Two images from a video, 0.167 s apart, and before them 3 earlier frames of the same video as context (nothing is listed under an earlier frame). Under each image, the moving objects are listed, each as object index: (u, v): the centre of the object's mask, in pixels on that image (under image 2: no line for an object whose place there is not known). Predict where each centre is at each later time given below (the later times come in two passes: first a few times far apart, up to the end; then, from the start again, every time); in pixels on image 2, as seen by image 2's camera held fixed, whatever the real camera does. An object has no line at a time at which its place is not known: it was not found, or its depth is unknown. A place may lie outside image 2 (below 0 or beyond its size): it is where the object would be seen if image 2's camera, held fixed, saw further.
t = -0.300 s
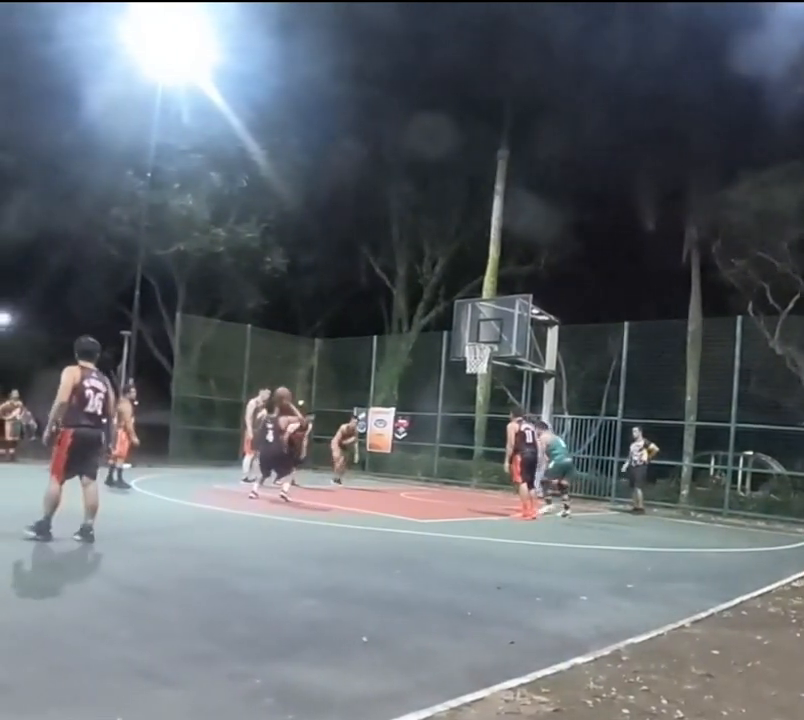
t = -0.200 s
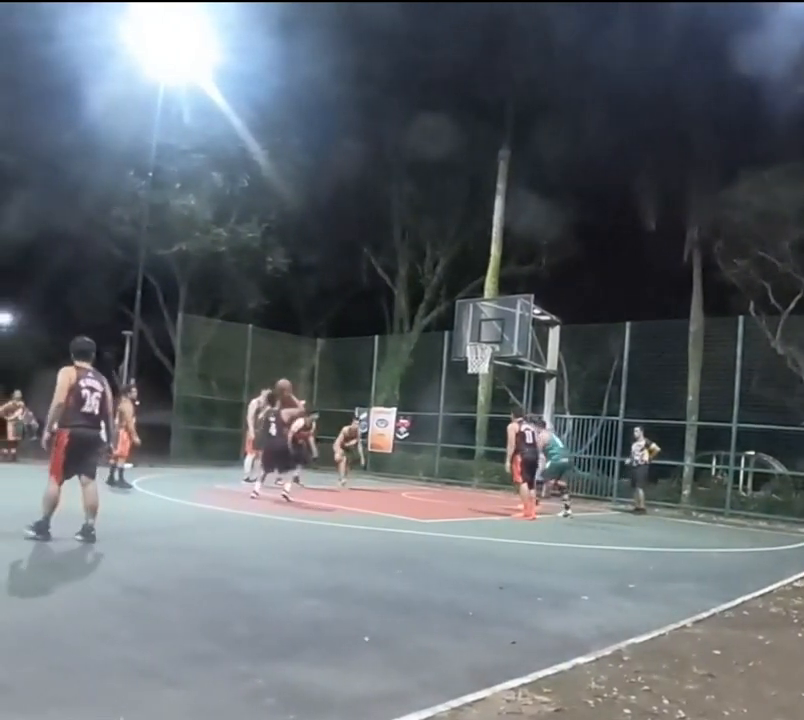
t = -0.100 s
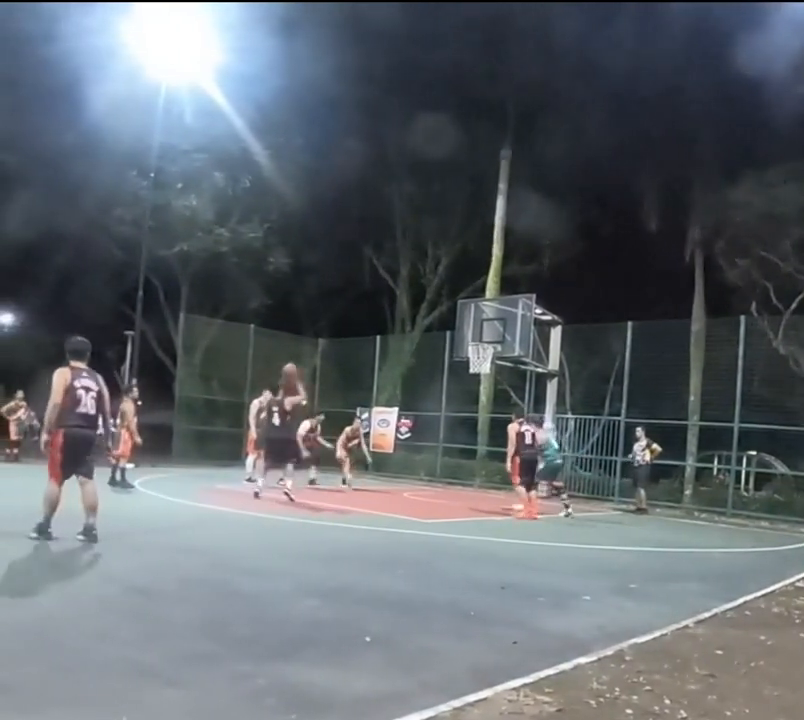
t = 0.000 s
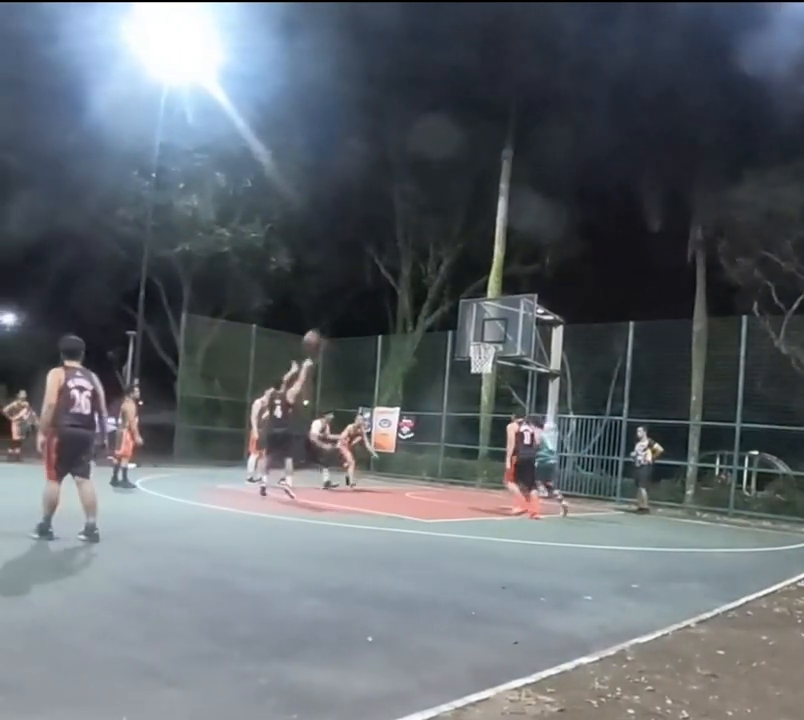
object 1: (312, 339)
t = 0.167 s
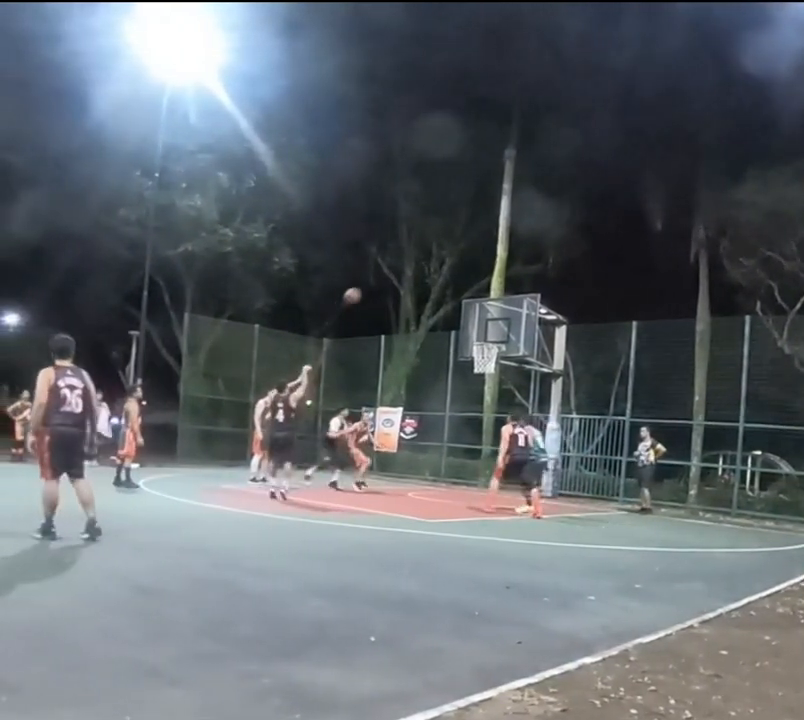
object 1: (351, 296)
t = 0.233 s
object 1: (366, 285)
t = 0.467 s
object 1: (409, 266)
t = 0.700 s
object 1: (447, 278)
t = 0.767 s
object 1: (456, 287)
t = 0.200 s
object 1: (359, 290)
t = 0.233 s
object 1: (366, 285)
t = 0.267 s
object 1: (372, 280)
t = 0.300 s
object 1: (379, 276)
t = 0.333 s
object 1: (386, 273)
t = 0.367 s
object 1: (392, 271)
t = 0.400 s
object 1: (398, 268)
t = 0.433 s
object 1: (404, 266)
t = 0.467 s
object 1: (409, 266)
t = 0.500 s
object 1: (415, 266)
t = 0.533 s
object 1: (421, 267)
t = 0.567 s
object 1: (427, 268)
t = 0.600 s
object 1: (432, 269)
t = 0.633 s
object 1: (437, 272)
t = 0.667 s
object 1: (442, 274)
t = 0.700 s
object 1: (447, 278)
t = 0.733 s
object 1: (451, 282)
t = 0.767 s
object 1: (456, 287)
